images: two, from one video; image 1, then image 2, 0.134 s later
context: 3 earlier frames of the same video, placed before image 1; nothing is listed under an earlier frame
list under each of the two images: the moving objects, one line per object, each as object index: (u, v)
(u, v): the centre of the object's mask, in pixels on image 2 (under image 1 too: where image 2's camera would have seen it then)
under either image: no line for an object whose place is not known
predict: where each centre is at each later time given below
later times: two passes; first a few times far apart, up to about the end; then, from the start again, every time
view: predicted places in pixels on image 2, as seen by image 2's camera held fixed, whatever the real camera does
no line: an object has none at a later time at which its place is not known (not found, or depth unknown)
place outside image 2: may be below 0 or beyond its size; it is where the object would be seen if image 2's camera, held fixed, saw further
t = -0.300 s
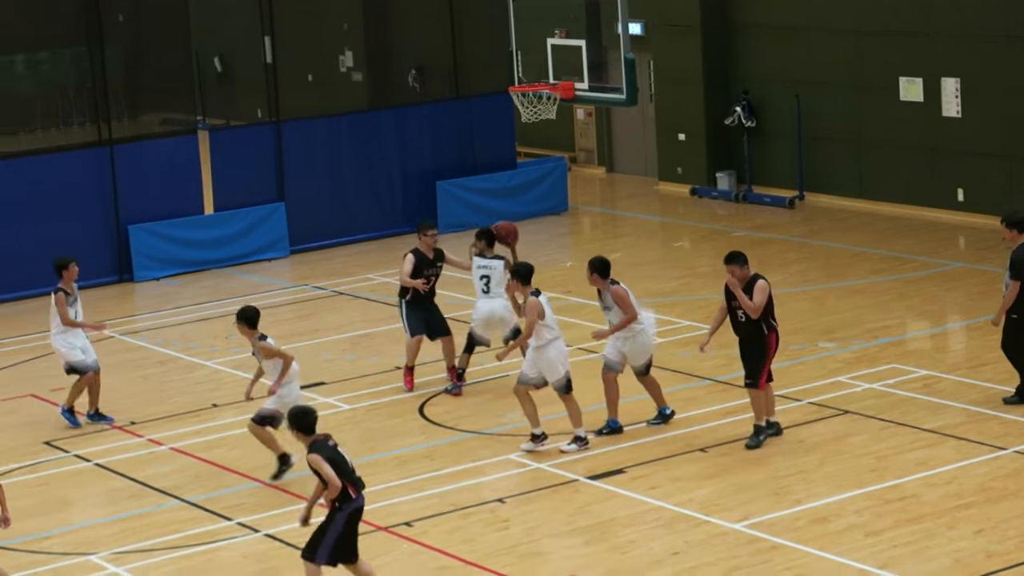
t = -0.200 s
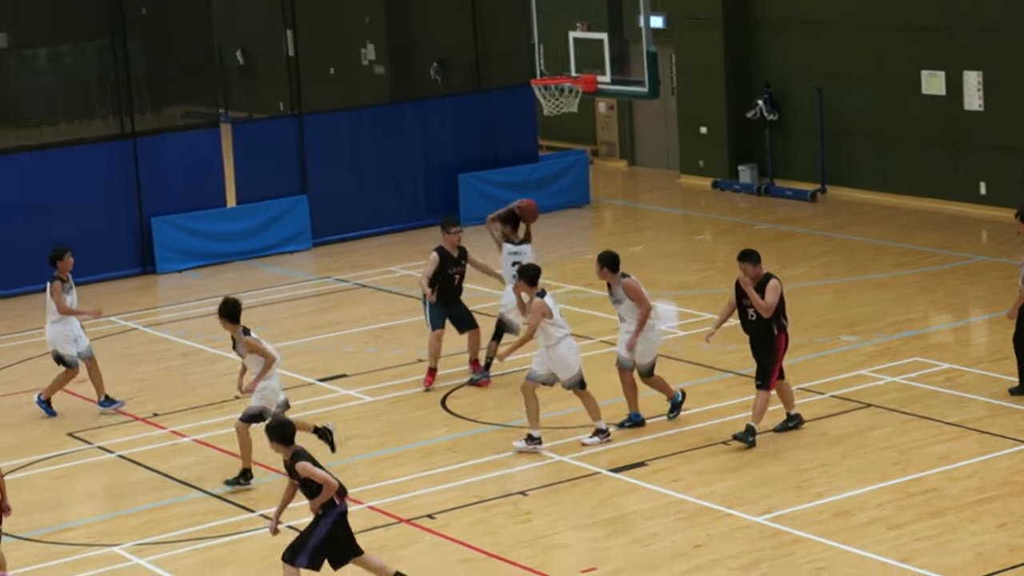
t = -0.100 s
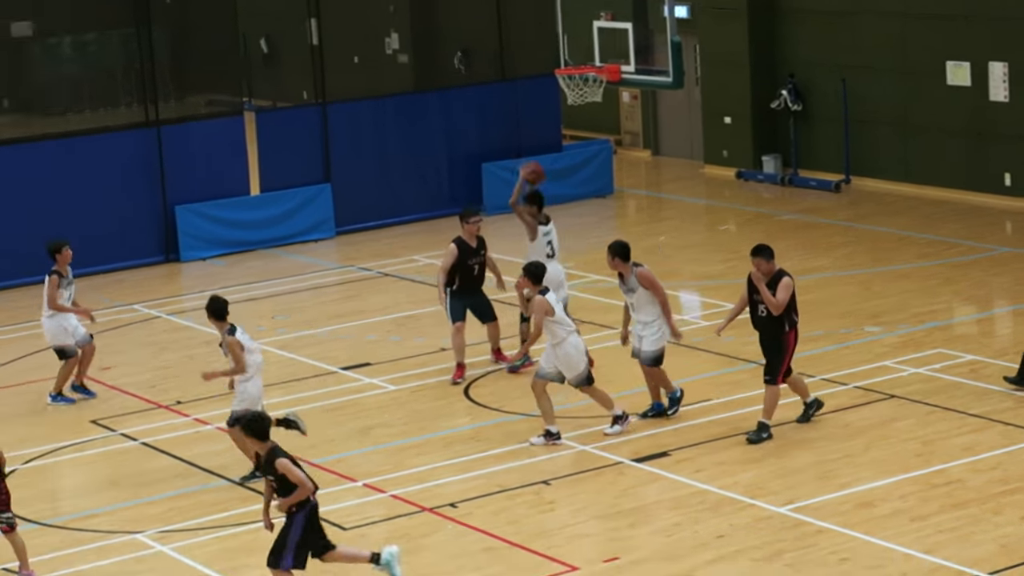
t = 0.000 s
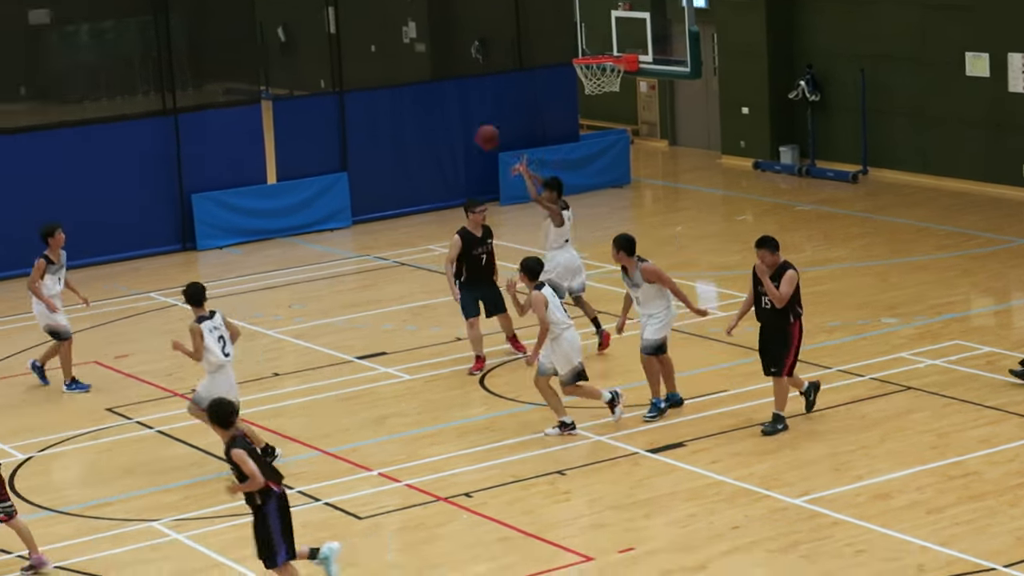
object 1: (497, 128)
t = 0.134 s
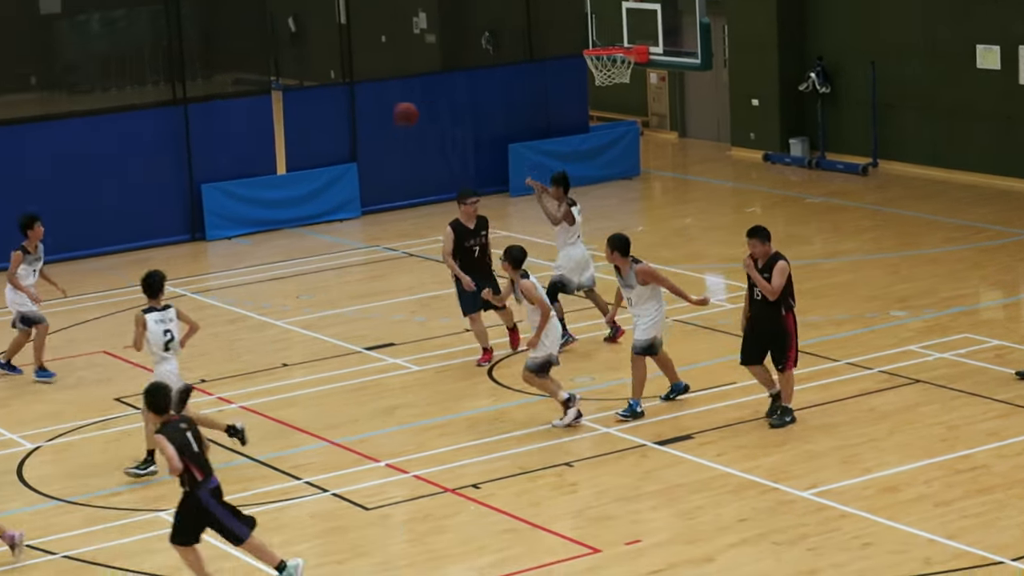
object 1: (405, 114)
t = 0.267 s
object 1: (316, 117)
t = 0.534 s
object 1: (145, 173)
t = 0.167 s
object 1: (383, 113)
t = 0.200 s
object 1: (360, 113)
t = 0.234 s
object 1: (338, 114)
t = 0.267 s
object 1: (316, 117)
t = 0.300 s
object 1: (294, 120)
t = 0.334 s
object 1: (272, 124)
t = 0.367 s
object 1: (250, 130)
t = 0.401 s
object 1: (229, 136)
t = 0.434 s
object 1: (208, 143)
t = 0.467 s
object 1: (186, 151)
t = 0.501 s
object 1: (165, 161)
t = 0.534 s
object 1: (145, 173)
